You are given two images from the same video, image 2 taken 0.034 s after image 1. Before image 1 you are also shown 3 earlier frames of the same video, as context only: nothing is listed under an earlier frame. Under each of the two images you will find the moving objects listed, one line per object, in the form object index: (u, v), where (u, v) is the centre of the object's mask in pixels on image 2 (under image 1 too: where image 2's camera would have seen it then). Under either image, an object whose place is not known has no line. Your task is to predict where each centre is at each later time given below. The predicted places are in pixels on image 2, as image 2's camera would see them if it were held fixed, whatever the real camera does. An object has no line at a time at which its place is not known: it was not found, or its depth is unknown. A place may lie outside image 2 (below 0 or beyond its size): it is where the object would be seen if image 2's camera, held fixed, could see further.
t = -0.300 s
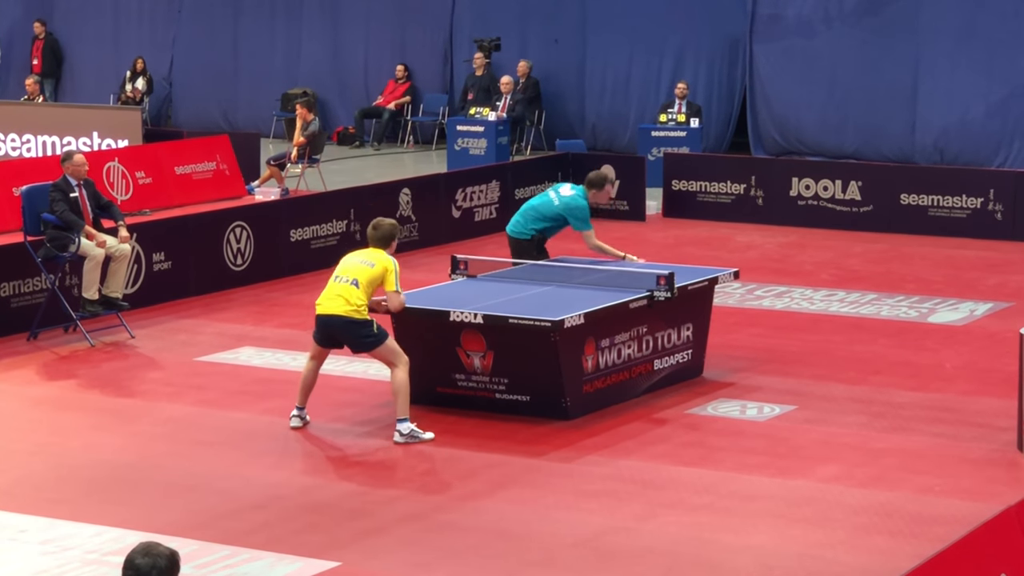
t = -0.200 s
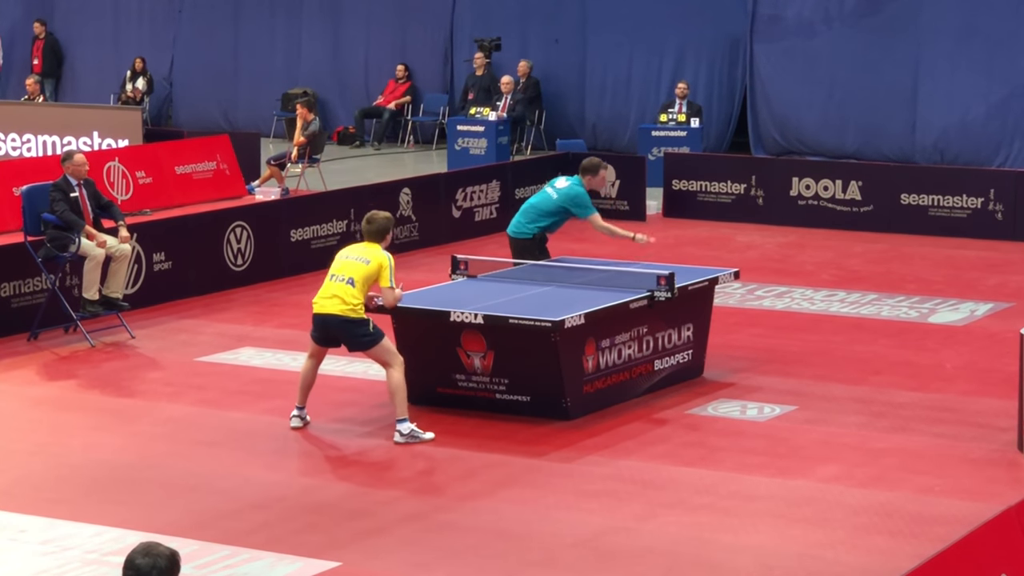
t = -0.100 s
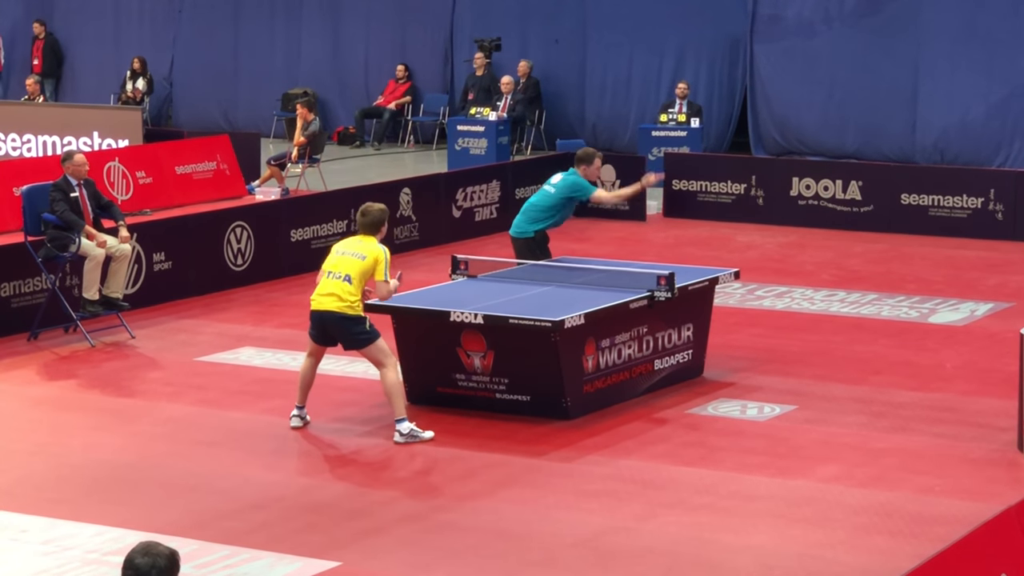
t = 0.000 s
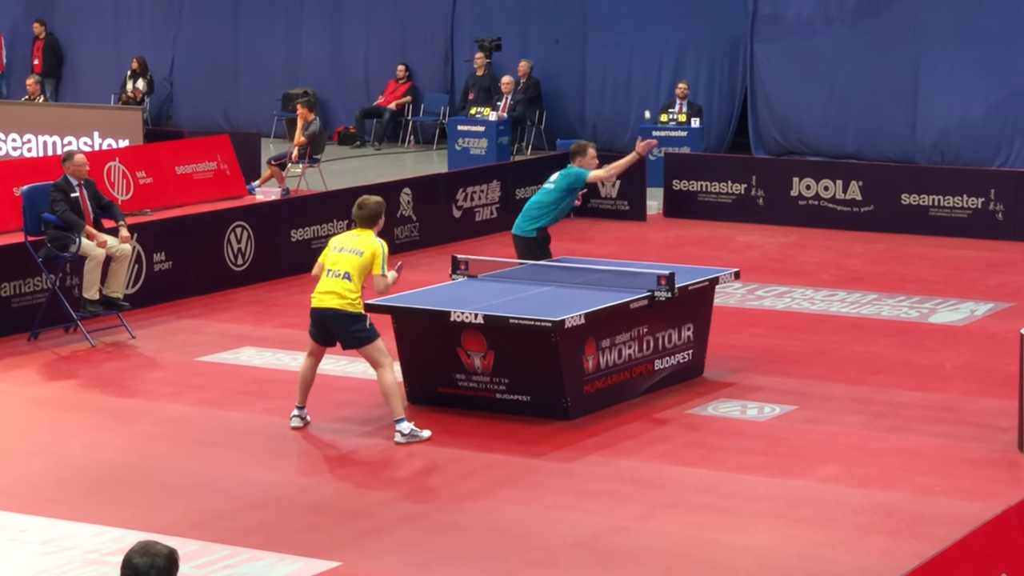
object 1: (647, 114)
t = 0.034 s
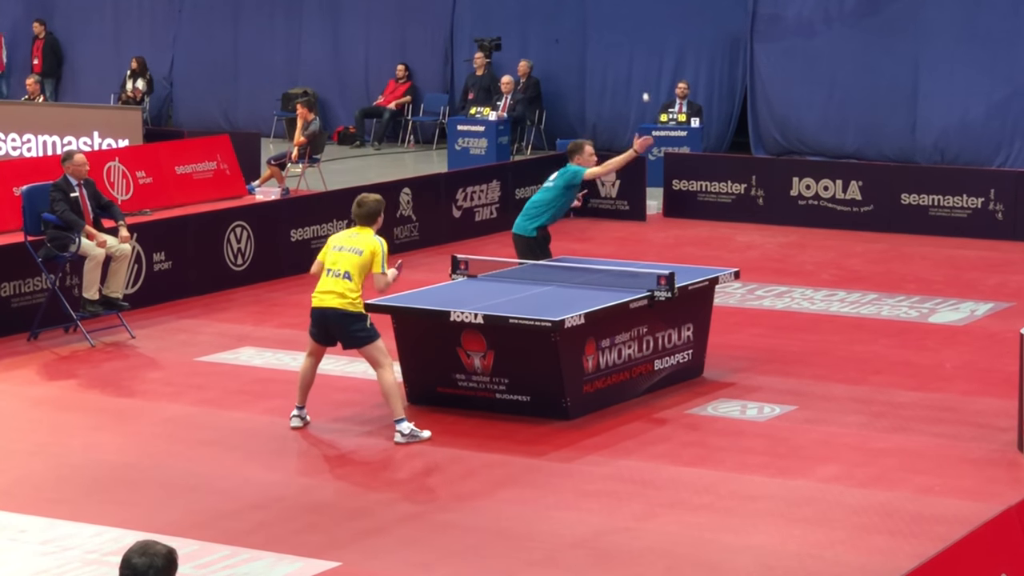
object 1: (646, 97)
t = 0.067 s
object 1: (645, 82)
